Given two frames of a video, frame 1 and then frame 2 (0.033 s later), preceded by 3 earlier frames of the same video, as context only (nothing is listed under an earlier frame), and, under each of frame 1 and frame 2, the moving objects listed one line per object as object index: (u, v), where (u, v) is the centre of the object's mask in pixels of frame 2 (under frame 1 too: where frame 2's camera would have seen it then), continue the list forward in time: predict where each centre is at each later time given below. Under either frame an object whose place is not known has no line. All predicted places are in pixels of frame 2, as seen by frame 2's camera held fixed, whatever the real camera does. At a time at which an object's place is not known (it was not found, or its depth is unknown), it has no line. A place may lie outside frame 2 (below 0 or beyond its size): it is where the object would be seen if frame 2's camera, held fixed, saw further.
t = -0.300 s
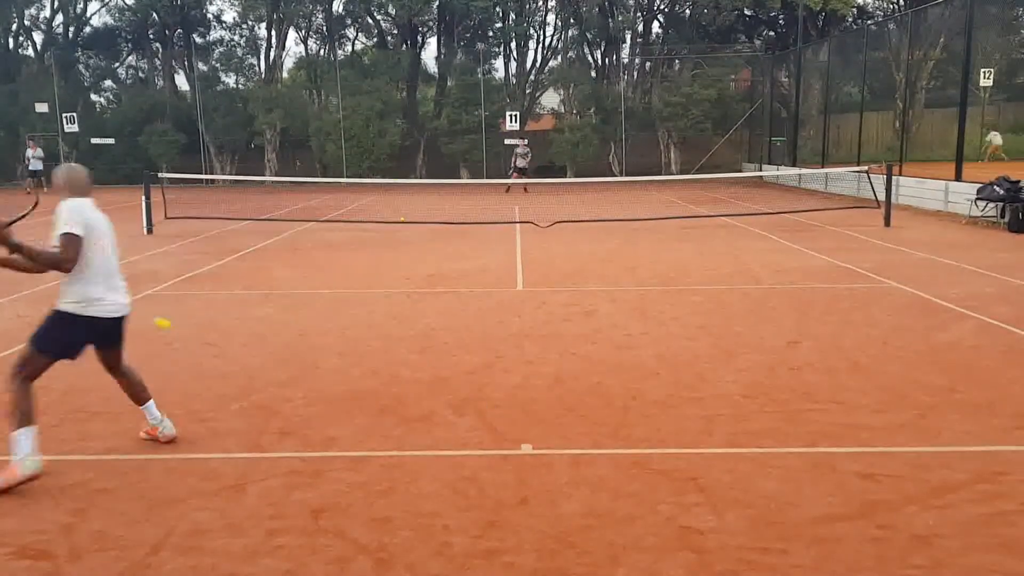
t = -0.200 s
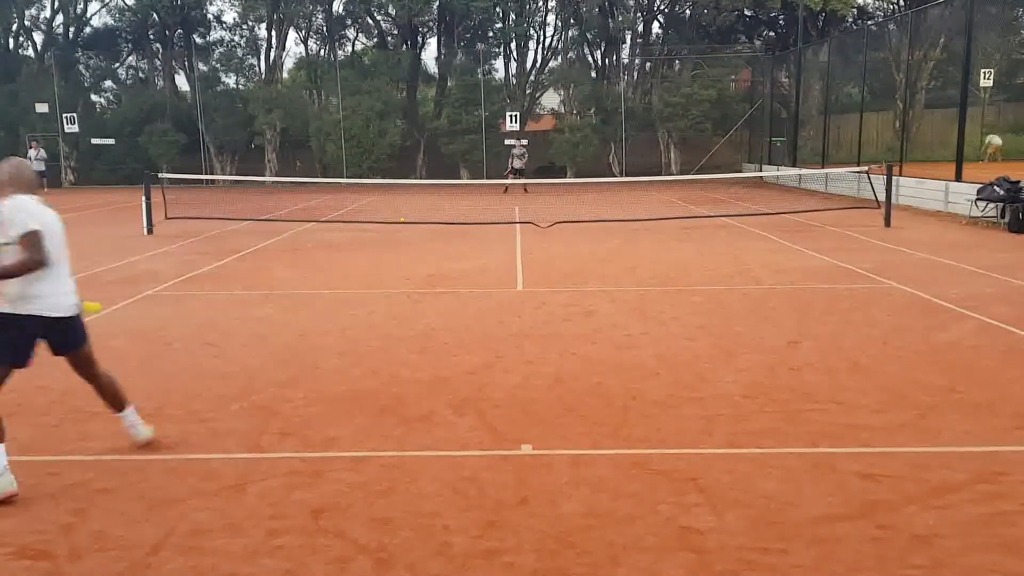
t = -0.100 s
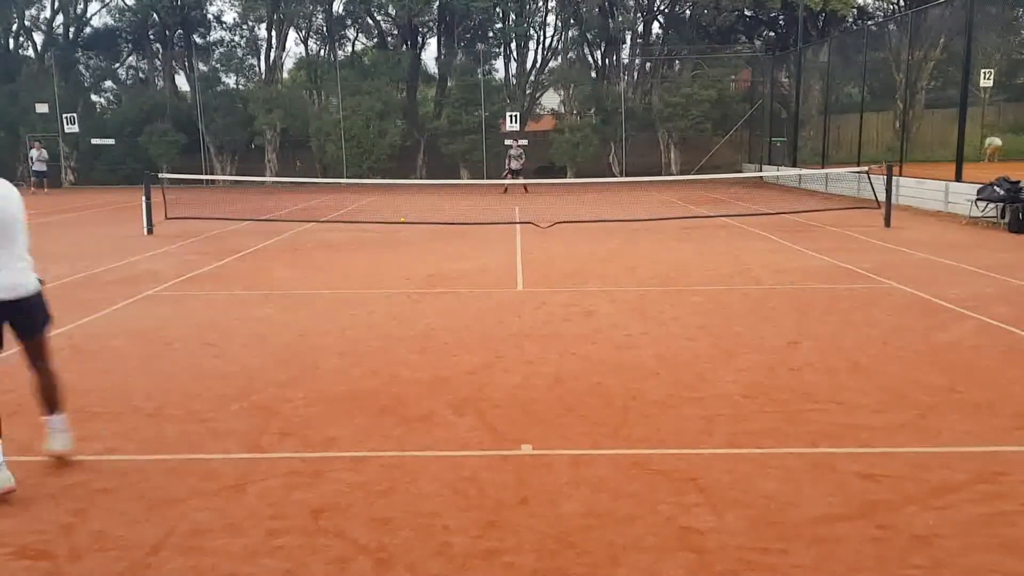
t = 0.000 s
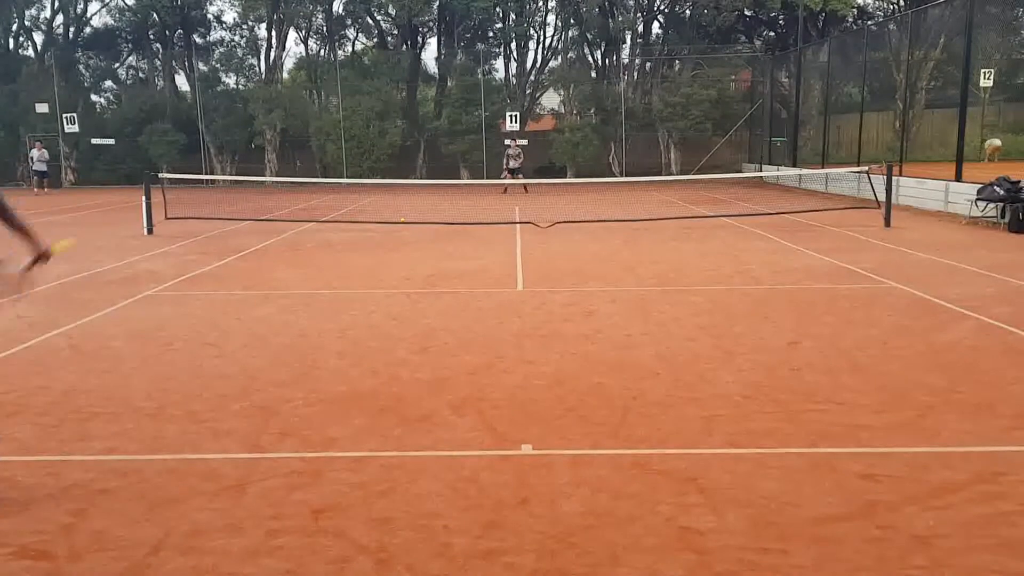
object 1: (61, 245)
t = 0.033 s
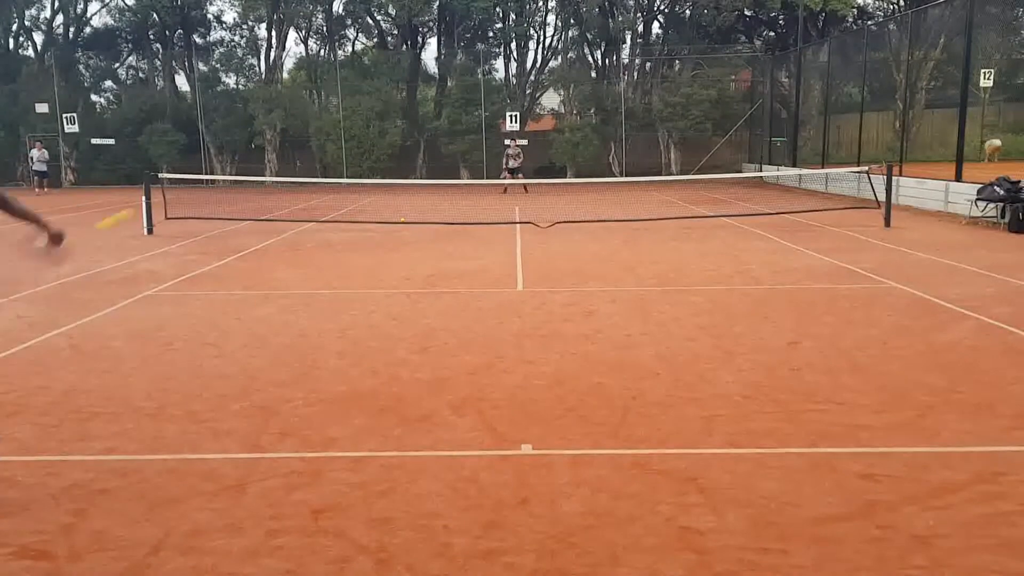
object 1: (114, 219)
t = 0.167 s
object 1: (275, 151)
